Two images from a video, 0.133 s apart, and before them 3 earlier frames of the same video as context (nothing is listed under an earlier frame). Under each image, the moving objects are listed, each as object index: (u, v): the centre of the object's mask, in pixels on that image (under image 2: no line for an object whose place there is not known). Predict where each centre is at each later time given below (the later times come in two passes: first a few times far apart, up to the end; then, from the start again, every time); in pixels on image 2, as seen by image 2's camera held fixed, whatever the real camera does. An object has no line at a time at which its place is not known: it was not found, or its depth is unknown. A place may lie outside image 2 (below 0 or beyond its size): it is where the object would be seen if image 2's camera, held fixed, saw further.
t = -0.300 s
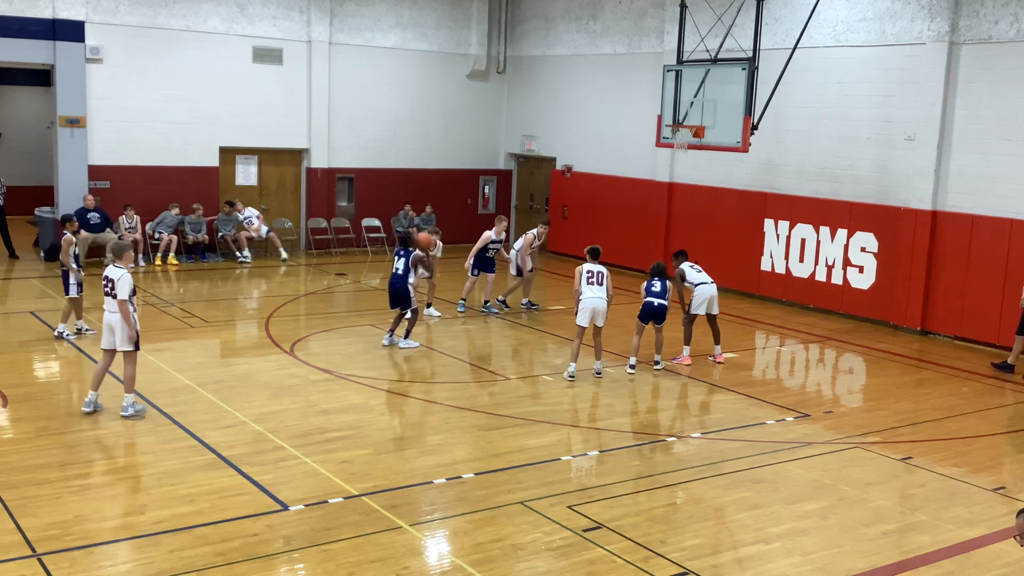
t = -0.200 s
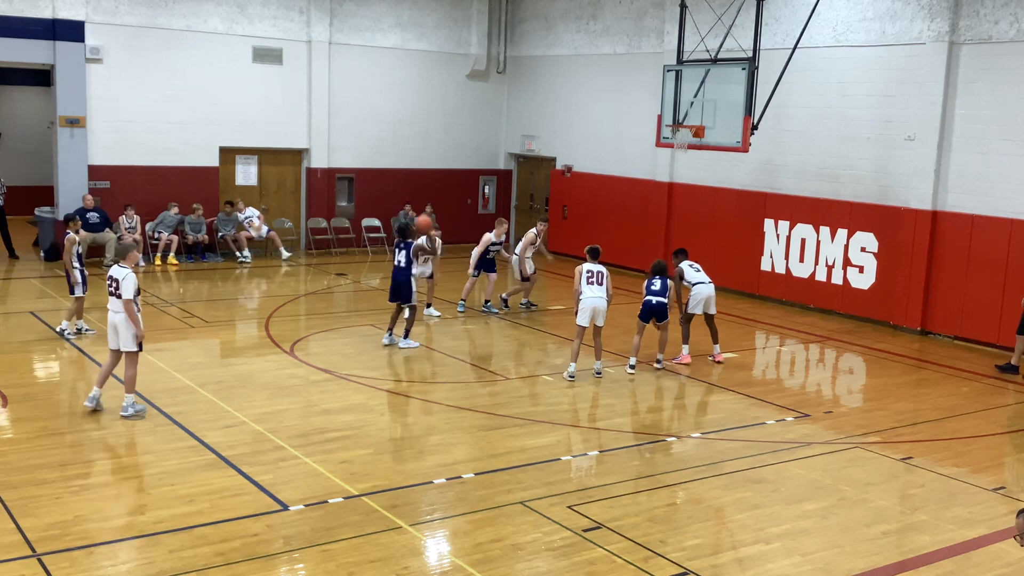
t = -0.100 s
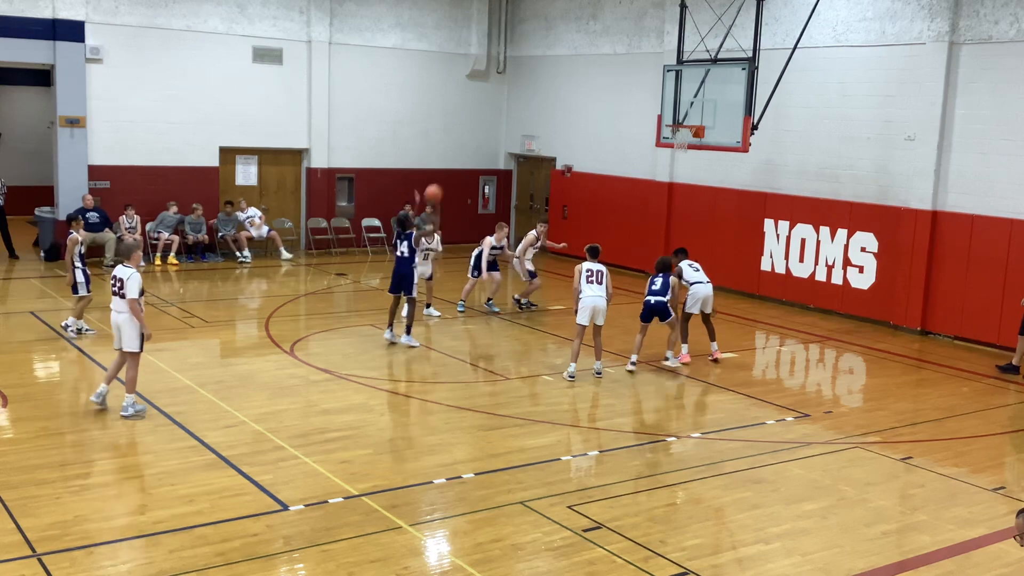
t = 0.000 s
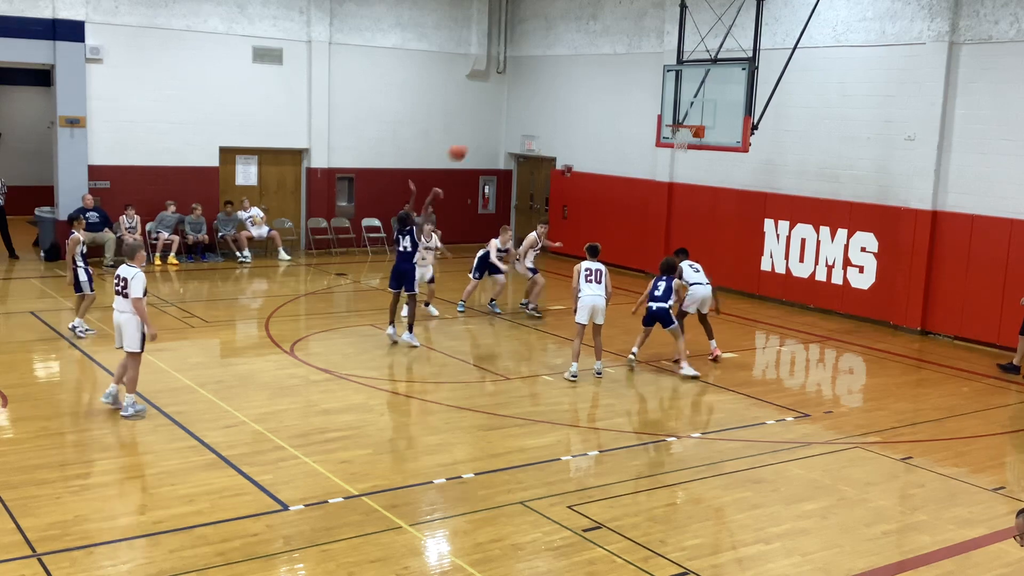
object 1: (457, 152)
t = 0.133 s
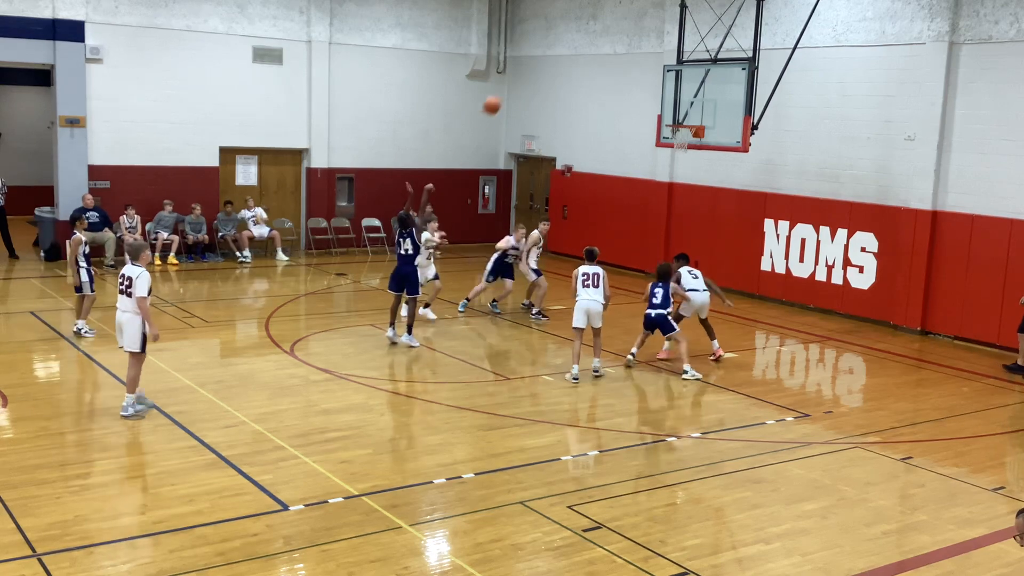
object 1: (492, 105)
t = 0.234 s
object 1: (516, 79)
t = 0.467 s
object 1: (571, 49)
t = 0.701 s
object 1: (621, 57)
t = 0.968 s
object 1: (671, 111)
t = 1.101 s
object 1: (688, 124)
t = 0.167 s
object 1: (500, 95)
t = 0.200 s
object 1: (508, 87)
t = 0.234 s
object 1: (516, 79)
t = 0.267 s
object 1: (523, 72)
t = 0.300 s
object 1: (532, 67)
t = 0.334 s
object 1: (540, 61)
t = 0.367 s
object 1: (548, 57)
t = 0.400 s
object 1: (556, 53)
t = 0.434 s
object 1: (563, 51)
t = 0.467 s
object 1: (571, 49)
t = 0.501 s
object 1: (578, 48)
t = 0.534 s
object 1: (585, 47)
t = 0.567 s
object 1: (593, 48)
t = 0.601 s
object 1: (600, 49)
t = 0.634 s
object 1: (607, 51)
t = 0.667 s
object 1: (614, 54)
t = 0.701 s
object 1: (621, 57)
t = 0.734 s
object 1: (627, 61)
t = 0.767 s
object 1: (634, 66)
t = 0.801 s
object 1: (640, 72)
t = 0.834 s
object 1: (647, 79)
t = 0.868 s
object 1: (653, 86)
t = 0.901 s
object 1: (659, 93)
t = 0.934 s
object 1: (665, 102)
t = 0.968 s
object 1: (671, 111)
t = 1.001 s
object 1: (676, 118)
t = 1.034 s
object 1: (680, 119)
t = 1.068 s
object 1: (685, 120)
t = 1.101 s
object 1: (688, 124)
